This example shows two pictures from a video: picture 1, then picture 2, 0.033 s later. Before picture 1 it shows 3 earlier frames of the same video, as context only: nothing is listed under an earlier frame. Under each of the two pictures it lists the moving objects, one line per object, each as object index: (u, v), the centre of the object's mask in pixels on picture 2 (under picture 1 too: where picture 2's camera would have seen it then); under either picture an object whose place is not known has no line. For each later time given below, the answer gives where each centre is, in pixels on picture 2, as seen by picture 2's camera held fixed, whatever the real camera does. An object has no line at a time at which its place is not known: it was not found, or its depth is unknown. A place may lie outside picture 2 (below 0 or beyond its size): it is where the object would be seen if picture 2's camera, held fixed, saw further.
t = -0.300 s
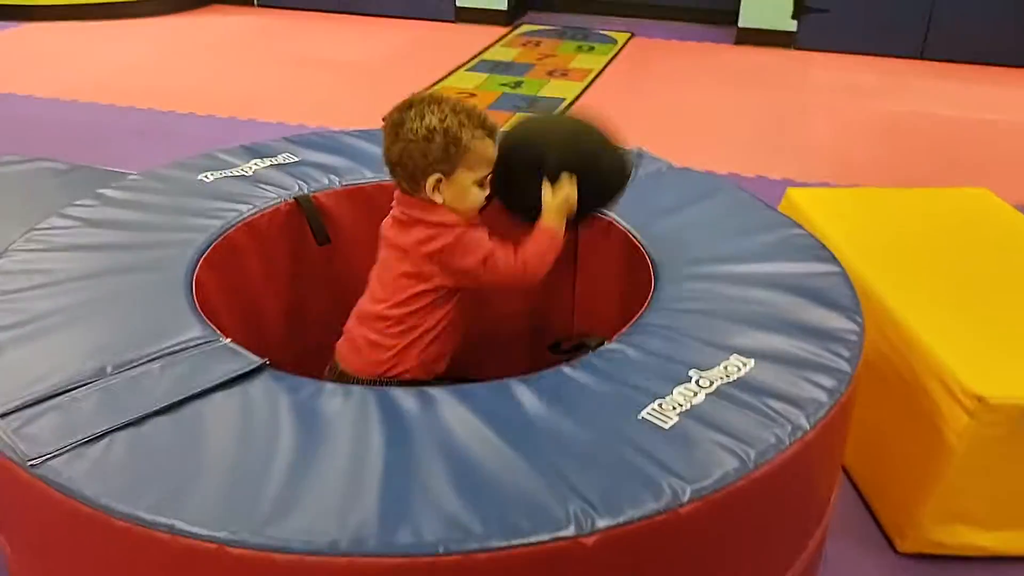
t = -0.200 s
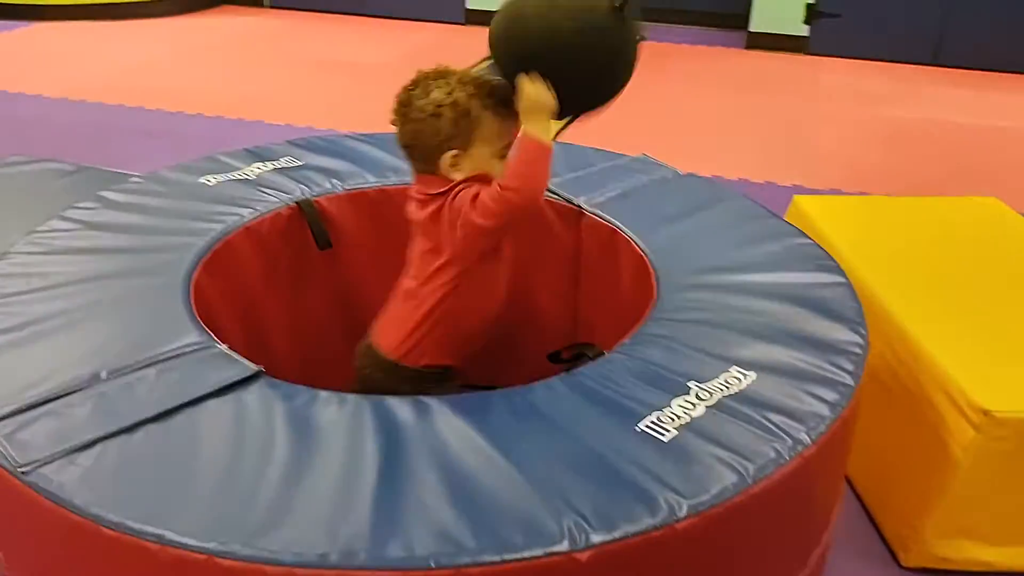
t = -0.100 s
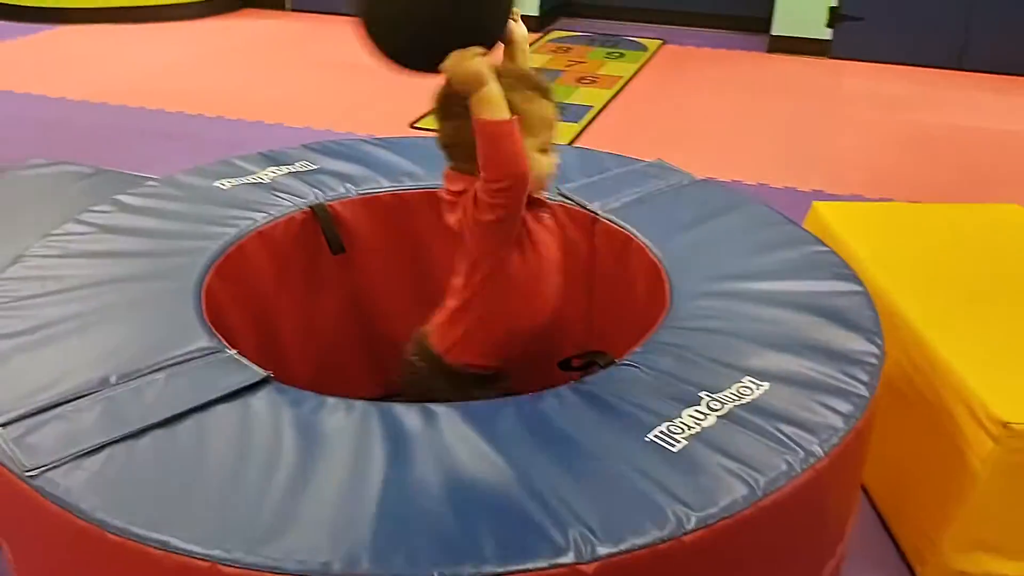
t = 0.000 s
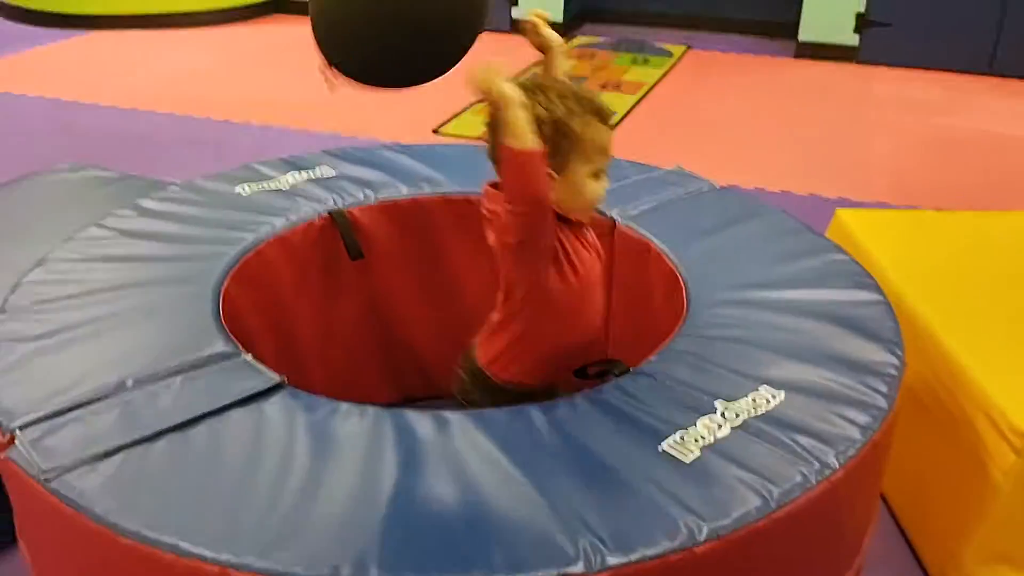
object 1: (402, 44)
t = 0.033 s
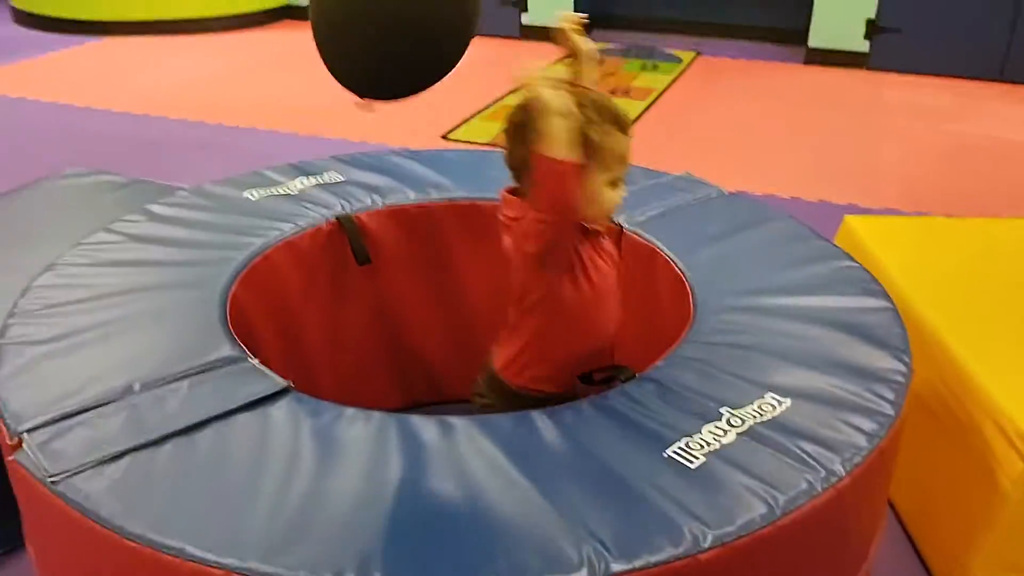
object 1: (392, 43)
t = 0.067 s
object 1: (383, 42)
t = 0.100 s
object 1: (373, 43)
